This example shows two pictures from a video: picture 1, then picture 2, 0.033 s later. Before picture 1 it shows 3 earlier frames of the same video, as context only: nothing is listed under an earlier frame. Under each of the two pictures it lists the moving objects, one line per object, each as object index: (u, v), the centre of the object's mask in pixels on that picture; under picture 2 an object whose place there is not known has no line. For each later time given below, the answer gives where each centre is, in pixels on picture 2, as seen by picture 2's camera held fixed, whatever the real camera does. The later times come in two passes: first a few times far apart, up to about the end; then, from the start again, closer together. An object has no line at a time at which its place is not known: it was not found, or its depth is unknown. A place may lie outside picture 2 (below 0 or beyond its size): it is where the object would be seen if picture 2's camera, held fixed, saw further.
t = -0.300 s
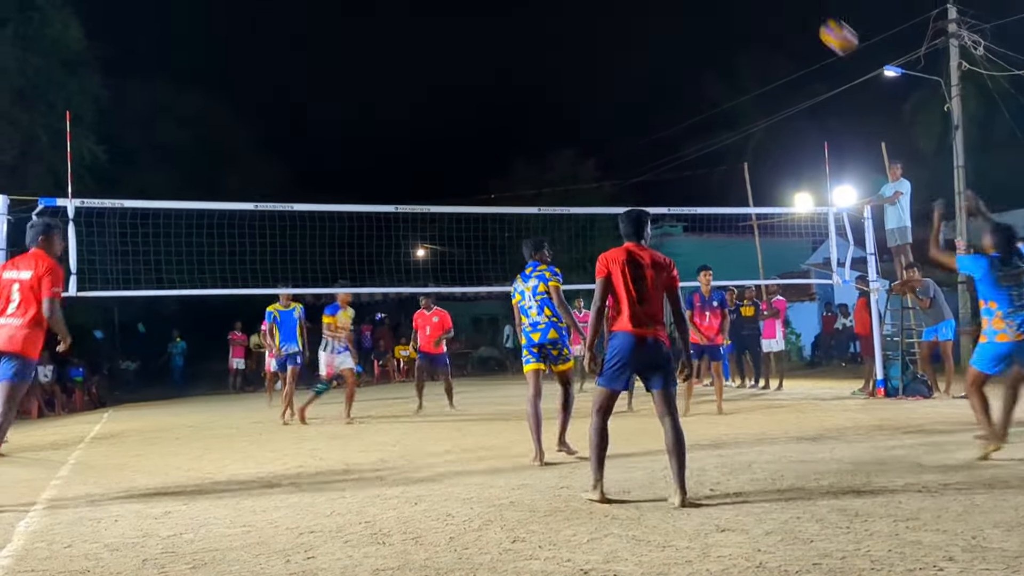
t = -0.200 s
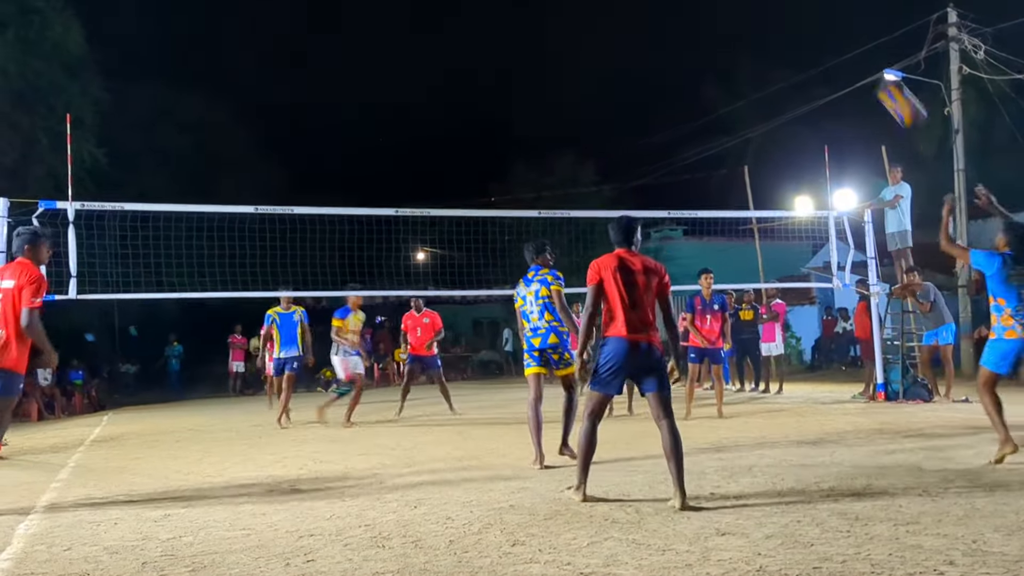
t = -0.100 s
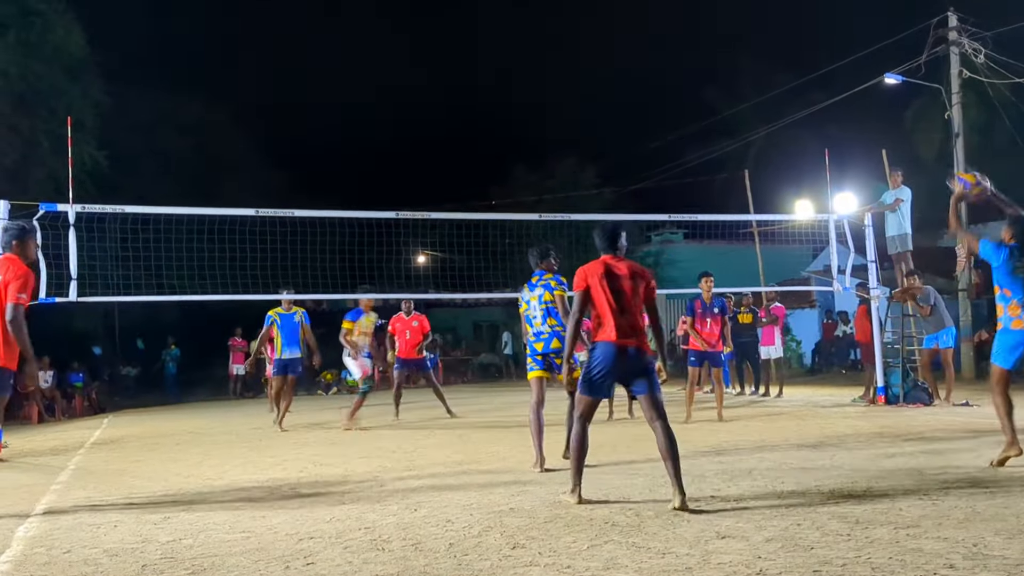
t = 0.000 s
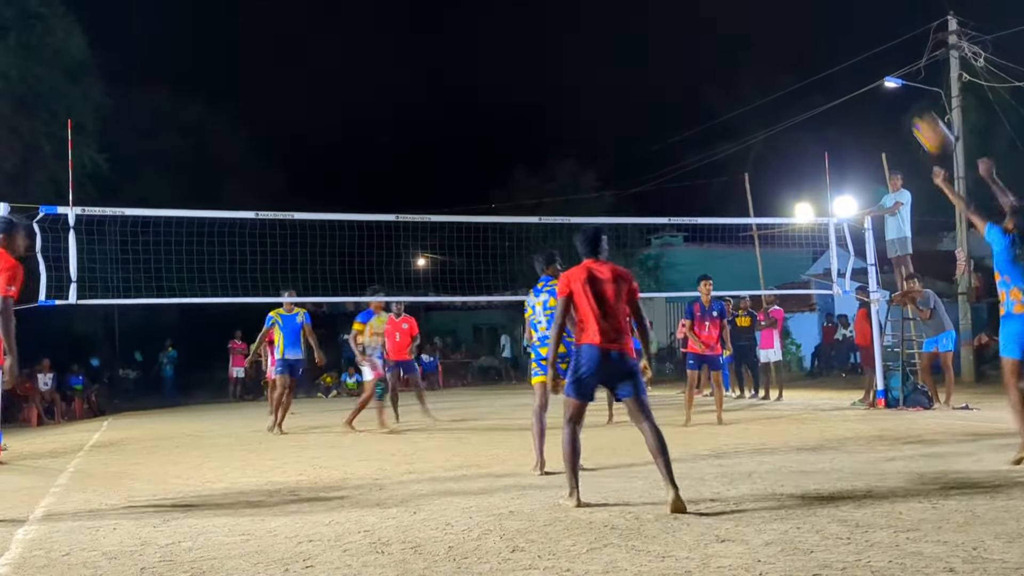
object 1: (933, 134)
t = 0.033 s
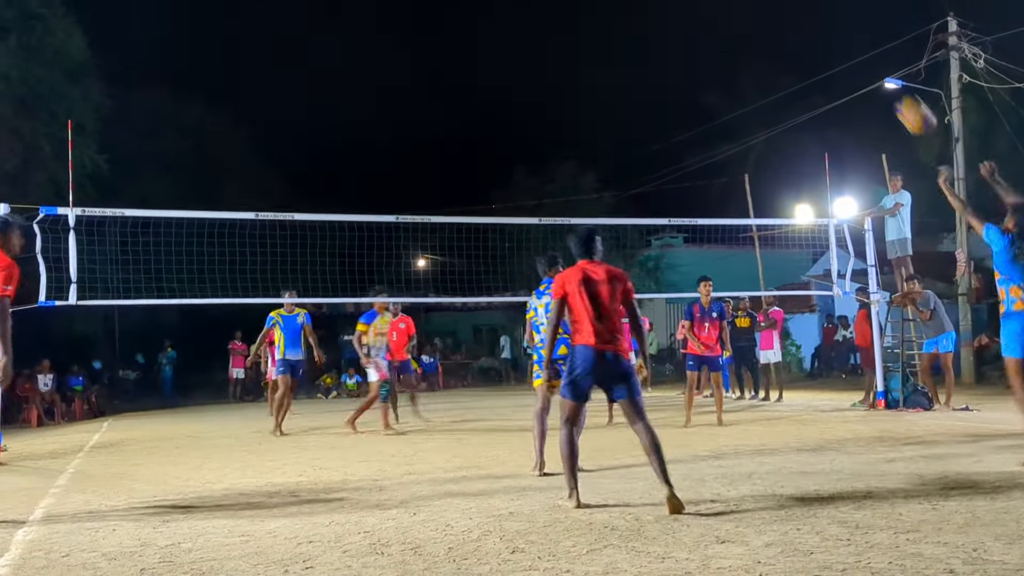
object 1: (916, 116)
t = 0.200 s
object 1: (840, 47)
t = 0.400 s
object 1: (767, 18)
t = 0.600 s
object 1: (709, 35)
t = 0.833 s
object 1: (656, 97)
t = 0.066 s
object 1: (901, 101)
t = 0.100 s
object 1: (884, 83)
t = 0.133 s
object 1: (869, 69)
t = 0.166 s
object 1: (854, 57)
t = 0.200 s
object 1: (840, 47)
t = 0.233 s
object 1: (827, 39)
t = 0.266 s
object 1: (814, 32)
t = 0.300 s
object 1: (801, 26)
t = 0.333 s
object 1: (789, 22)
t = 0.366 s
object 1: (778, 20)
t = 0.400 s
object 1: (767, 18)
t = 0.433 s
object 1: (756, 18)
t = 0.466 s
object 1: (746, 19)
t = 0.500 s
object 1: (736, 21)
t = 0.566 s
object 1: (718, 29)
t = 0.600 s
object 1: (709, 35)
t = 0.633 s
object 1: (701, 41)
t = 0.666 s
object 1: (692, 48)
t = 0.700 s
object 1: (685, 56)
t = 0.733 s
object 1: (677, 65)
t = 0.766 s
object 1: (670, 75)
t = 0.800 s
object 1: (663, 86)
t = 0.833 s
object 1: (656, 97)
